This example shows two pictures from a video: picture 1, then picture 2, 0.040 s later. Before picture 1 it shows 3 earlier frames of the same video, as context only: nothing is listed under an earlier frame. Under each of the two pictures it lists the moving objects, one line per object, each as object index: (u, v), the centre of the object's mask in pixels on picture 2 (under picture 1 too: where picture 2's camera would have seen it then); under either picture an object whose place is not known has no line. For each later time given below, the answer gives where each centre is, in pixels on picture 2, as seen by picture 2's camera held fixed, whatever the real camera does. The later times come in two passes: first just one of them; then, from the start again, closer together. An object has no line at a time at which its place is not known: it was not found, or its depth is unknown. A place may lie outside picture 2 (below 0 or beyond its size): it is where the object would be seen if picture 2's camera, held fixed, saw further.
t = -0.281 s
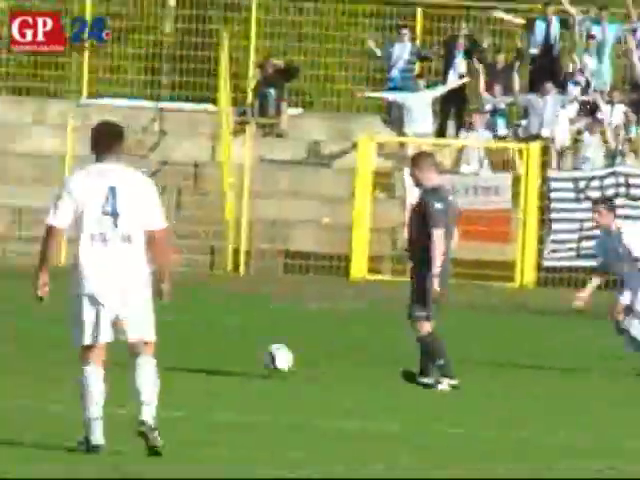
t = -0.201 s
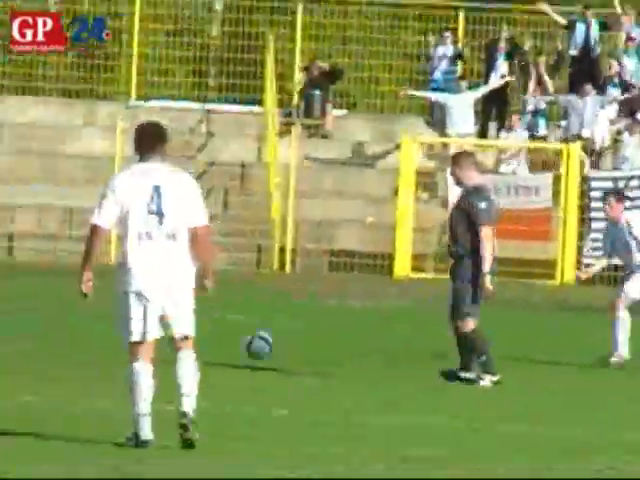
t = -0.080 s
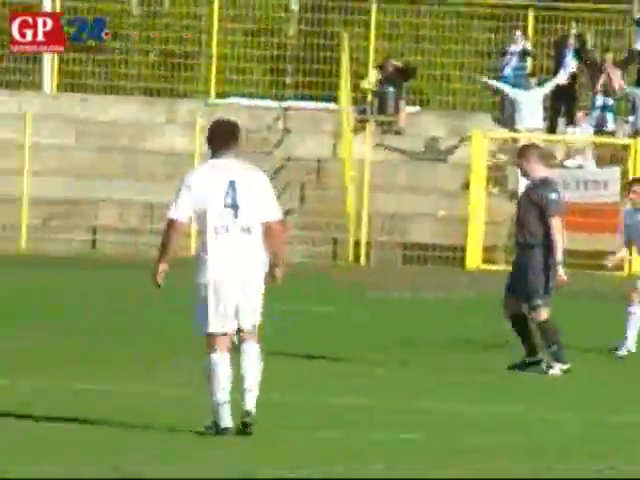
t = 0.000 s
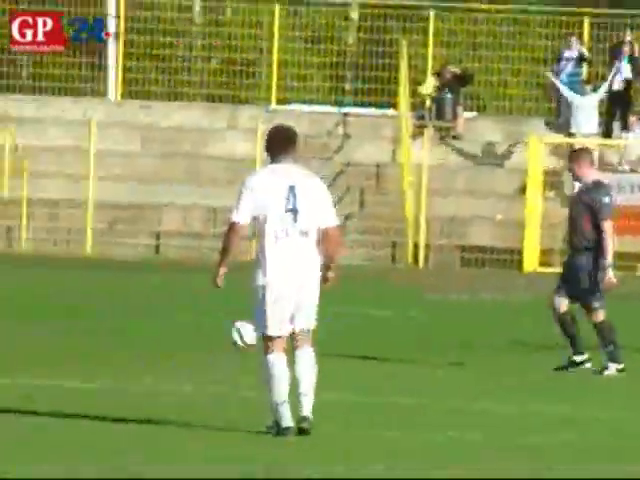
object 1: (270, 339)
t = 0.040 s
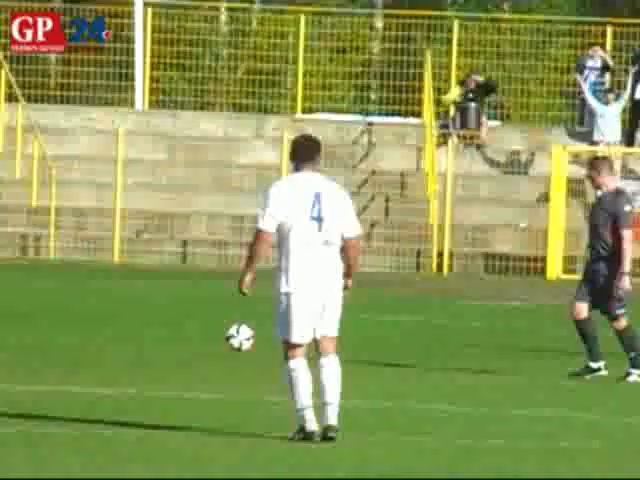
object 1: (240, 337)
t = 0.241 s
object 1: (91, 333)
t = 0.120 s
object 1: (180, 336)
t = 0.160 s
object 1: (150, 340)
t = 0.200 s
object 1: (121, 340)
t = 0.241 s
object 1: (91, 333)
